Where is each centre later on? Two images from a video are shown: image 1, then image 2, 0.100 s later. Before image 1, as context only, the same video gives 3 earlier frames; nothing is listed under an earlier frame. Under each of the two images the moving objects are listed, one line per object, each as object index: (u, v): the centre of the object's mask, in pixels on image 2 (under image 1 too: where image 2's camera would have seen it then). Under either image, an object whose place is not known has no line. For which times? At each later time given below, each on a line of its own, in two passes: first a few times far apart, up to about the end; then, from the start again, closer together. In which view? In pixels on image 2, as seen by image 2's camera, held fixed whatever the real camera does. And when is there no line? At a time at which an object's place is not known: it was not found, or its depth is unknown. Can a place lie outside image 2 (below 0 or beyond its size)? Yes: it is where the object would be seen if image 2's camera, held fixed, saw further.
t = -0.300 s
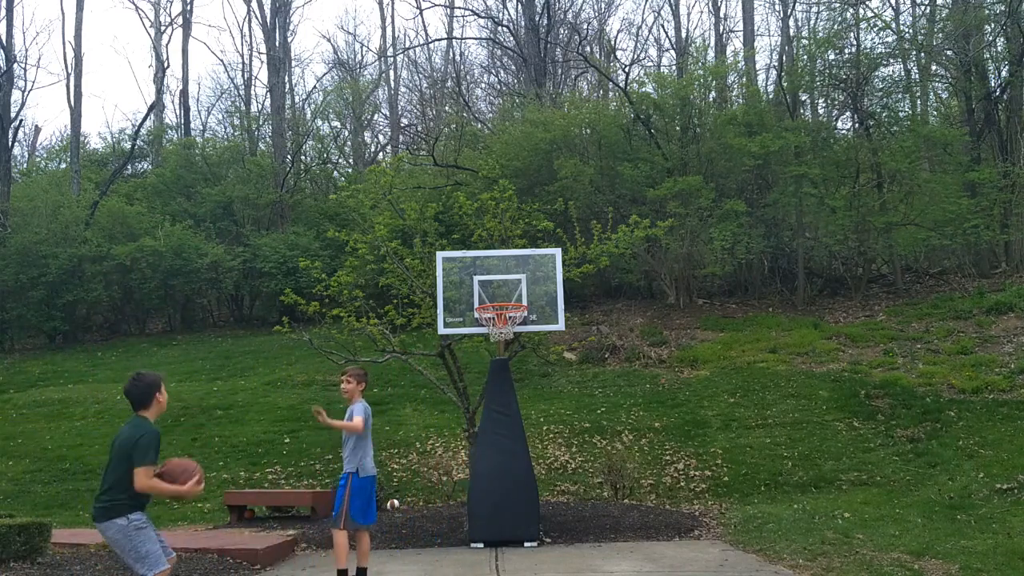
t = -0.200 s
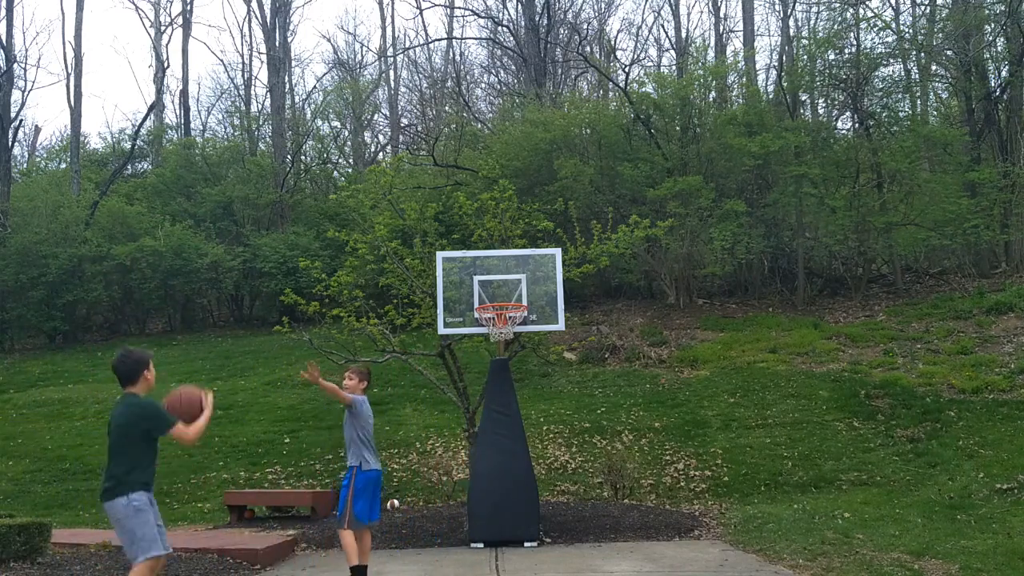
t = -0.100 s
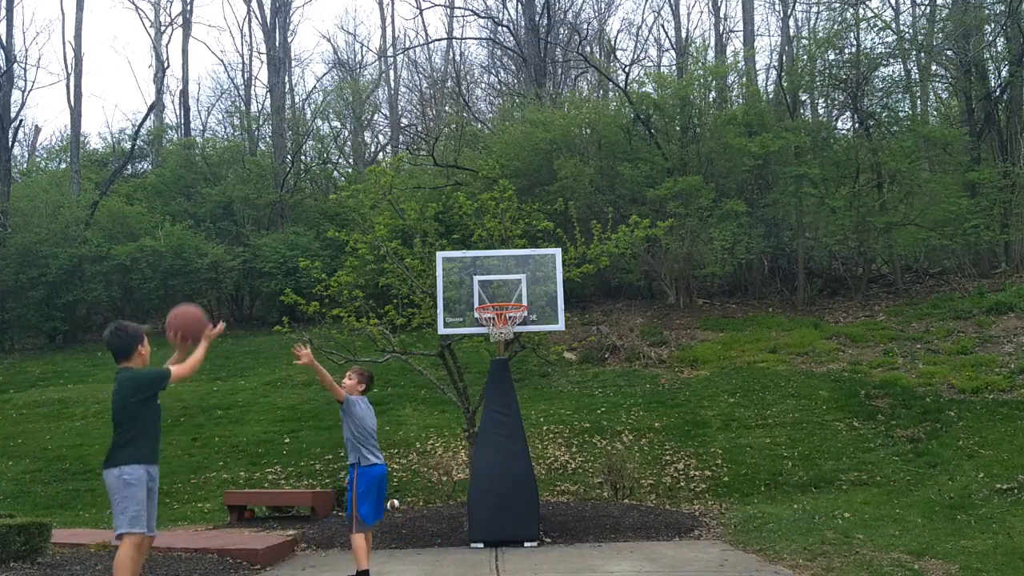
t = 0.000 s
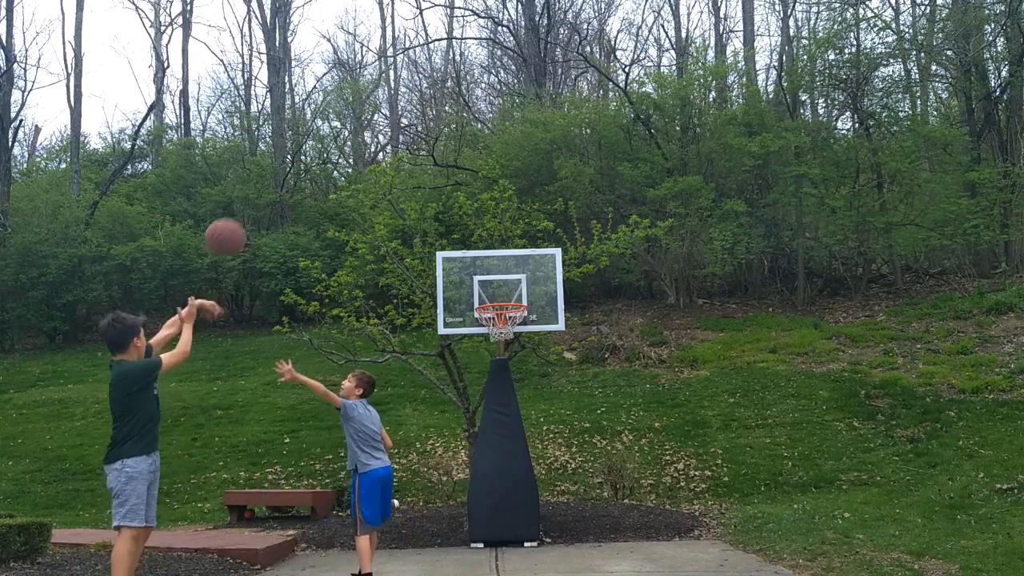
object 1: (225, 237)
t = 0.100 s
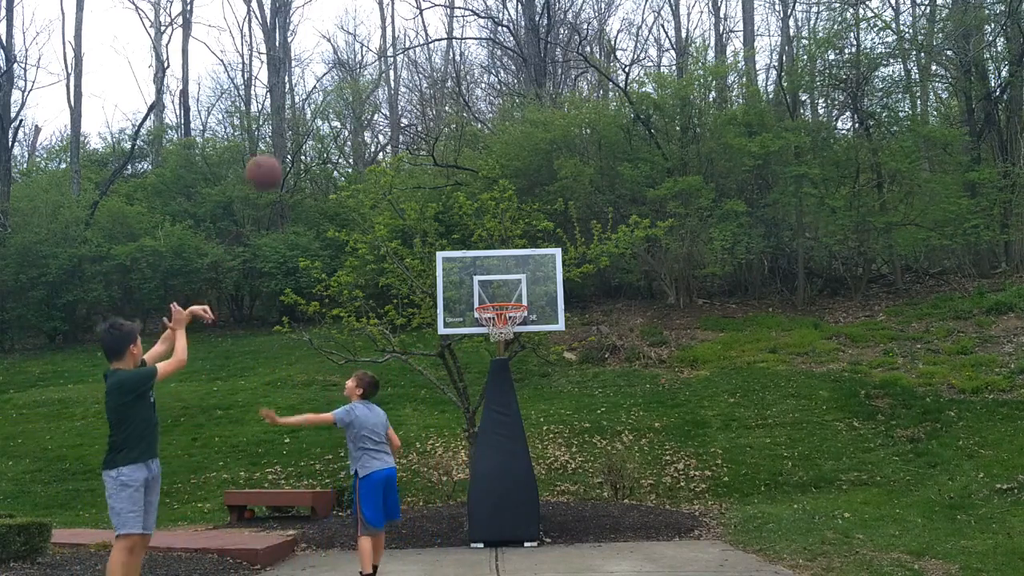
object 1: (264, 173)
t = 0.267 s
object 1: (318, 109)
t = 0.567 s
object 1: (397, 99)
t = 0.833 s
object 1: (452, 171)
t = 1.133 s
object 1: (502, 298)
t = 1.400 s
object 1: (467, 280)
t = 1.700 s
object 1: (443, 336)
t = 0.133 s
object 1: (276, 155)
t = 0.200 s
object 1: (298, 129)
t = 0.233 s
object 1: (309, 118)
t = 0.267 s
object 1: (318, 109)
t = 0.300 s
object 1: (328, 102)
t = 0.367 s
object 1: (347, 93)
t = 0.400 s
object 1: (356, 91)
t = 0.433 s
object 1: (364, 90)
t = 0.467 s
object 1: (373, 90)
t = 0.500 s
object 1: (382, 91)
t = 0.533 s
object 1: (389, 94)
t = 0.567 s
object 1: (397, 99)
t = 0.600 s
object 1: (404, 104)
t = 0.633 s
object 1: (411, 110)
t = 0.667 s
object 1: (419, 117)
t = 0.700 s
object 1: (425, 126)
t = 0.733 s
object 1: (433, 135)
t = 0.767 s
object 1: (439, 146)
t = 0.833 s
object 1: (452, 171)
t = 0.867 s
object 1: (458, 183)
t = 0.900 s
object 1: (464, 198)
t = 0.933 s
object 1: (470, 213)
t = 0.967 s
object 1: (475, 230)
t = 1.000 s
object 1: (481, 246)
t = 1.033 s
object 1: (487, 265)
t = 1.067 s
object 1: (492, 283)
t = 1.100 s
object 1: (497, 297)
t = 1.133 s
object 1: (502, 298)
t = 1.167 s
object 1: (507, 297)
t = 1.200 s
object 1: (504, 295)
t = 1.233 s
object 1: (498, 292)
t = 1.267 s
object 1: (491, 288)
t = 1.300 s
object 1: (485, 283)
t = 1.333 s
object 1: (478, 281)
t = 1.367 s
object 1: (472, 280)
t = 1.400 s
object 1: (467, 280)
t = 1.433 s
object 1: (464, 281)
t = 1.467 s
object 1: (462, 284)
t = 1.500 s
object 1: (460, 287)
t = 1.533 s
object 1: (457, 293)
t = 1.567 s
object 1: (454, 298)
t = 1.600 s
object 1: (452, 305)
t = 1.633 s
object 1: (448, 314)
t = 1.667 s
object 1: (446, 324)
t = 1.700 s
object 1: (443, 336)
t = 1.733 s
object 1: (440, 347)
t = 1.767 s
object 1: (437, 361)
